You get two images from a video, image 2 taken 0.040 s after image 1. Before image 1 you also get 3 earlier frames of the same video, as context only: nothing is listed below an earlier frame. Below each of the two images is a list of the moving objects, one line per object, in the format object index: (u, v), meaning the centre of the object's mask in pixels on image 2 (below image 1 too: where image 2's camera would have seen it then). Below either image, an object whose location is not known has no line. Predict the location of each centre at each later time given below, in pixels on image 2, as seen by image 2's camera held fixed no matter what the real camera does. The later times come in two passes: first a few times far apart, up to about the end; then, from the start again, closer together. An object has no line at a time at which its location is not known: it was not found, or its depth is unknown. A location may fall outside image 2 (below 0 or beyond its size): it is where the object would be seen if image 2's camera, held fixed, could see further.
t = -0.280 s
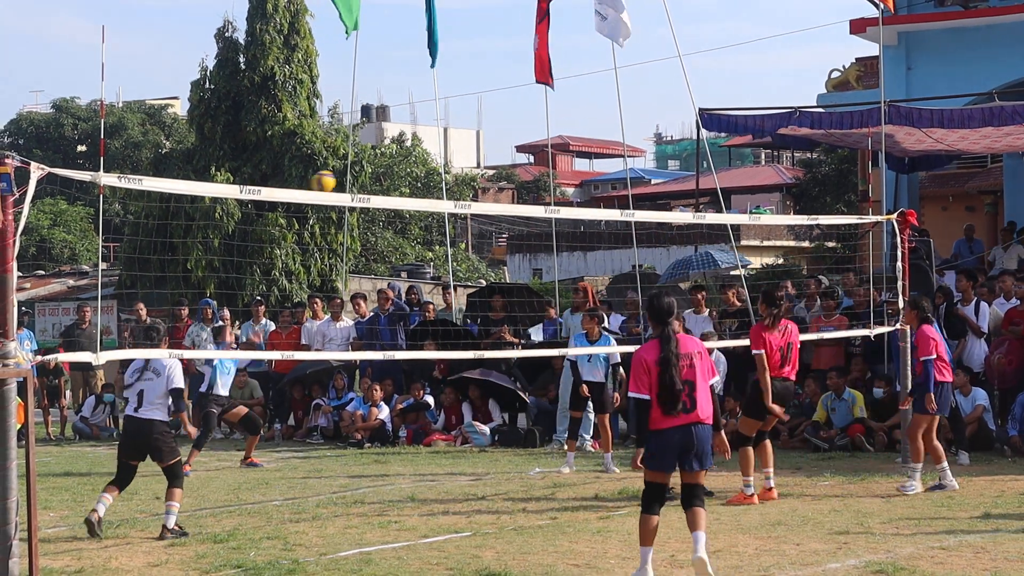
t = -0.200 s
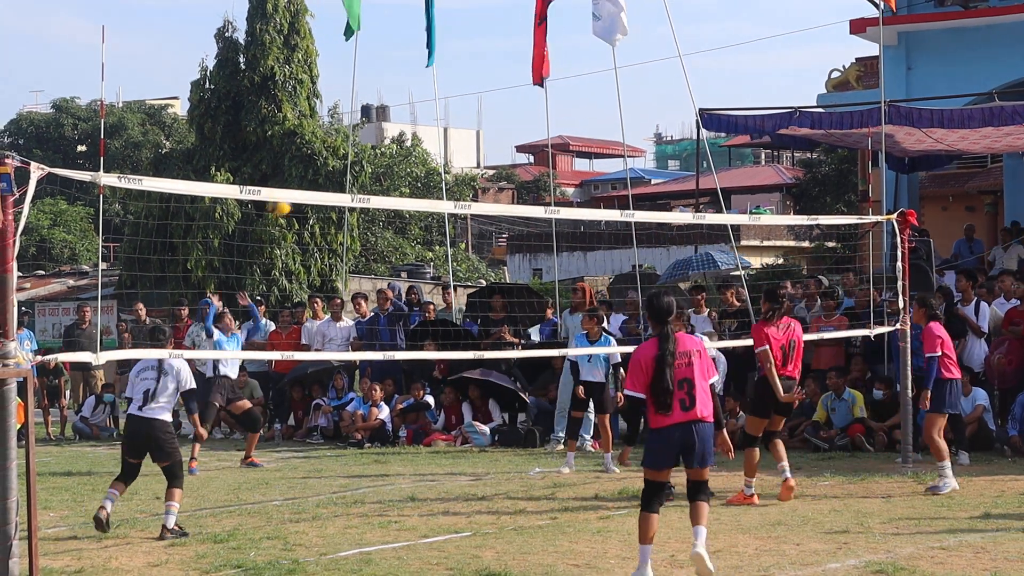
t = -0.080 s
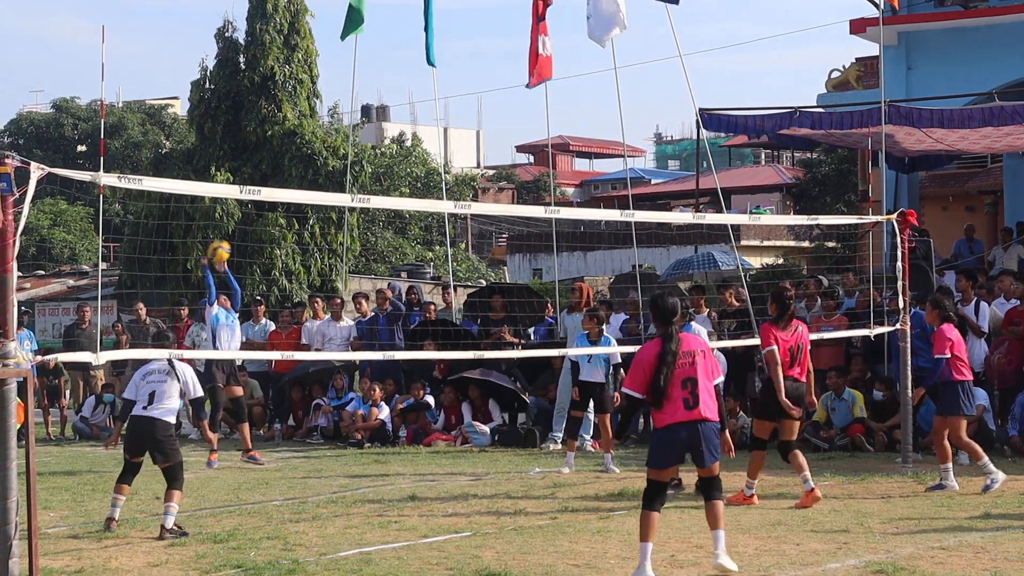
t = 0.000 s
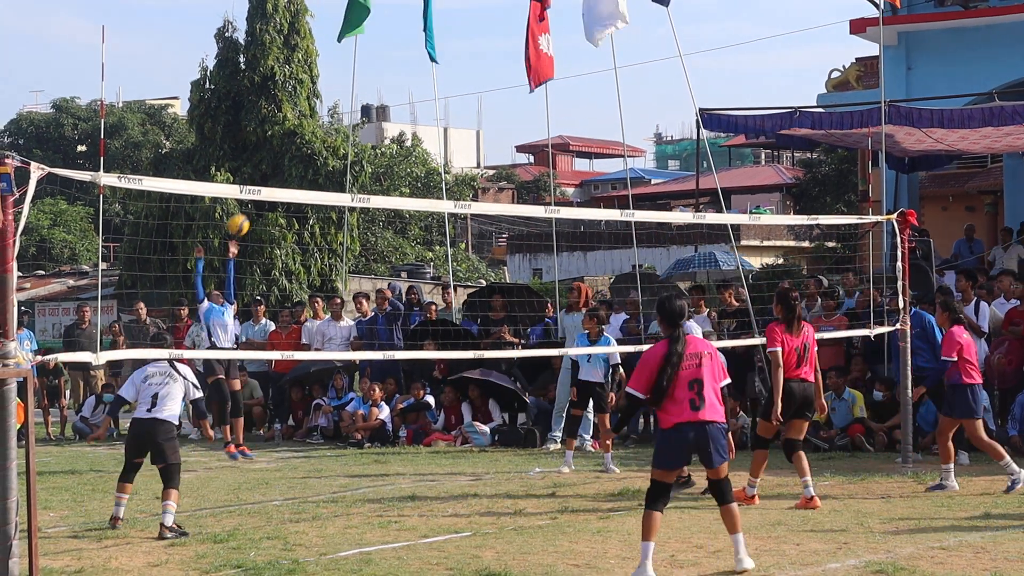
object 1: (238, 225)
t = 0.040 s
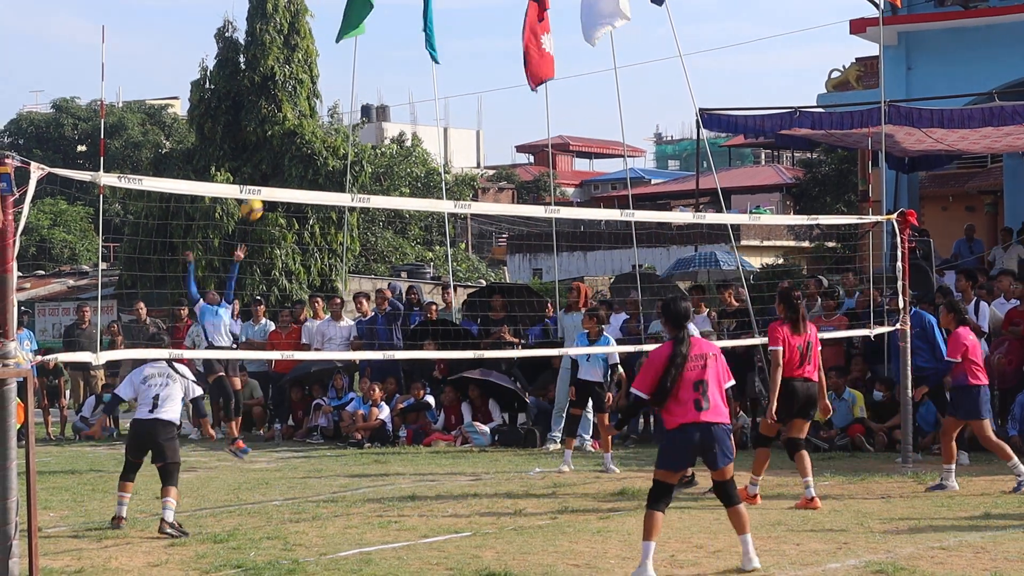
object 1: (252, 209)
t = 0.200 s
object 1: (309, 160)
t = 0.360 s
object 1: (365, 138)
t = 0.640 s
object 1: (463, 161)
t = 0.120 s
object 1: (280, 180)
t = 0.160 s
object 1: (294, 170)
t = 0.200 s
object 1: (309, 160)
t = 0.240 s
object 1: (322, 153)
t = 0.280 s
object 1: (337, 145)
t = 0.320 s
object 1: (351, 141)
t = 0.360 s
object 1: (365, 138)
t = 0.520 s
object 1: (421, 141)
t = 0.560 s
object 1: (436, 146)
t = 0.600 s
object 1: (449, 153)
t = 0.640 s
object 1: (463, 161)
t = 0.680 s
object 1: (478, 171)
